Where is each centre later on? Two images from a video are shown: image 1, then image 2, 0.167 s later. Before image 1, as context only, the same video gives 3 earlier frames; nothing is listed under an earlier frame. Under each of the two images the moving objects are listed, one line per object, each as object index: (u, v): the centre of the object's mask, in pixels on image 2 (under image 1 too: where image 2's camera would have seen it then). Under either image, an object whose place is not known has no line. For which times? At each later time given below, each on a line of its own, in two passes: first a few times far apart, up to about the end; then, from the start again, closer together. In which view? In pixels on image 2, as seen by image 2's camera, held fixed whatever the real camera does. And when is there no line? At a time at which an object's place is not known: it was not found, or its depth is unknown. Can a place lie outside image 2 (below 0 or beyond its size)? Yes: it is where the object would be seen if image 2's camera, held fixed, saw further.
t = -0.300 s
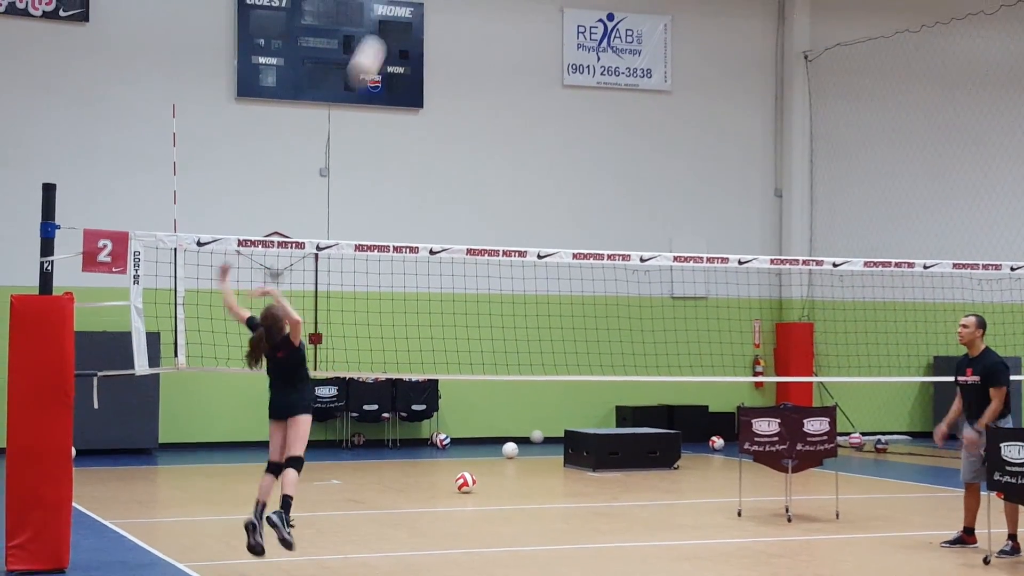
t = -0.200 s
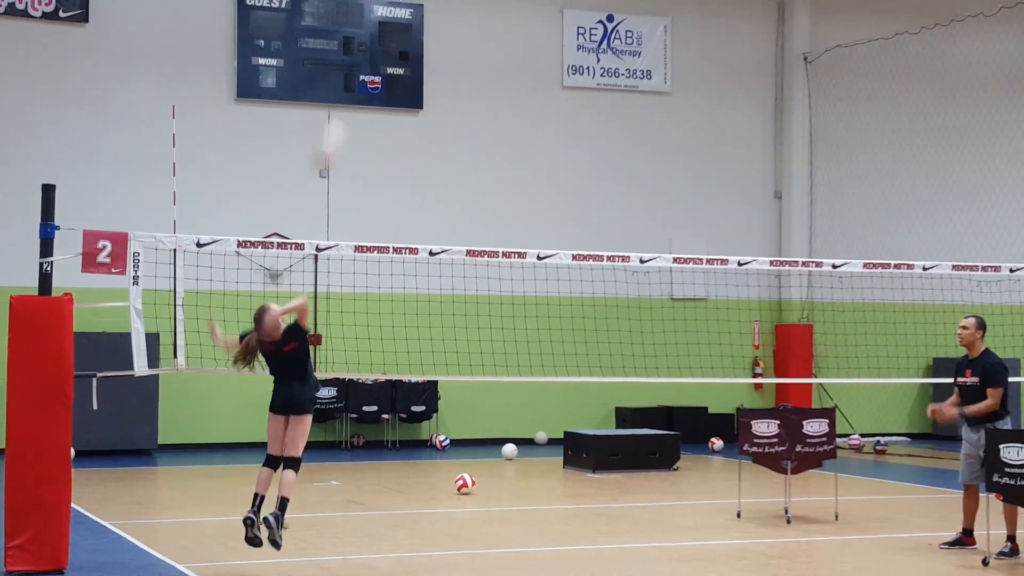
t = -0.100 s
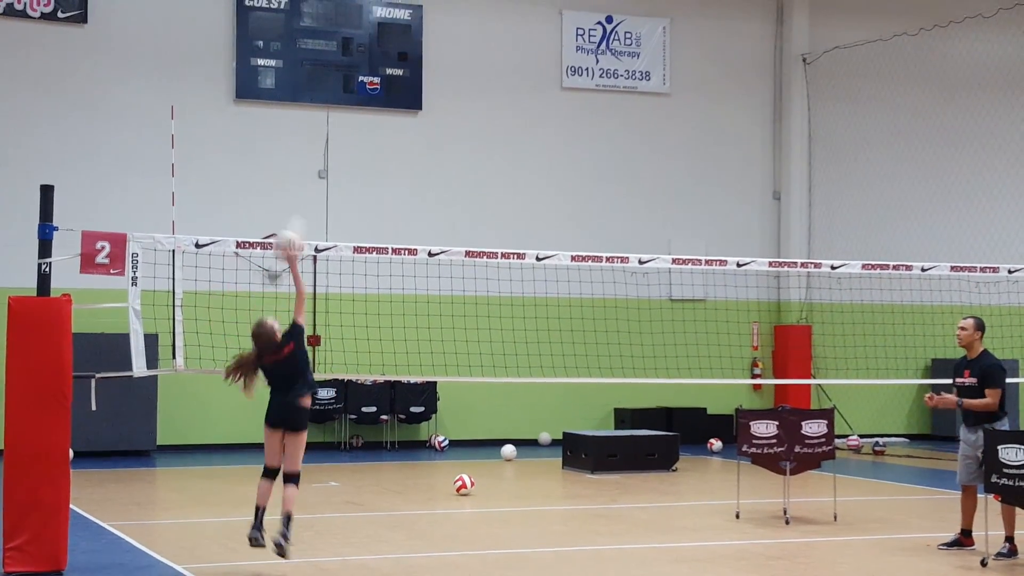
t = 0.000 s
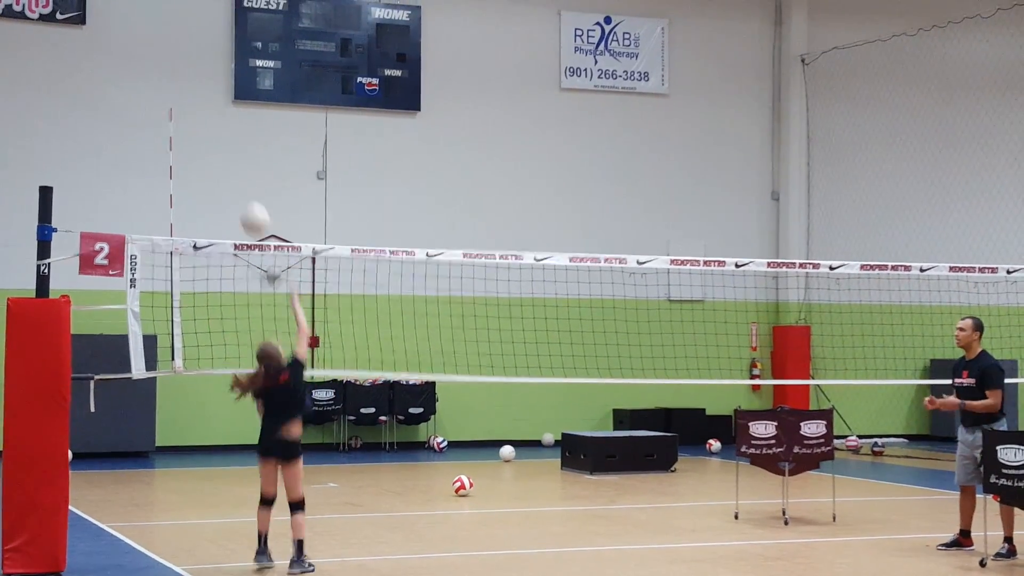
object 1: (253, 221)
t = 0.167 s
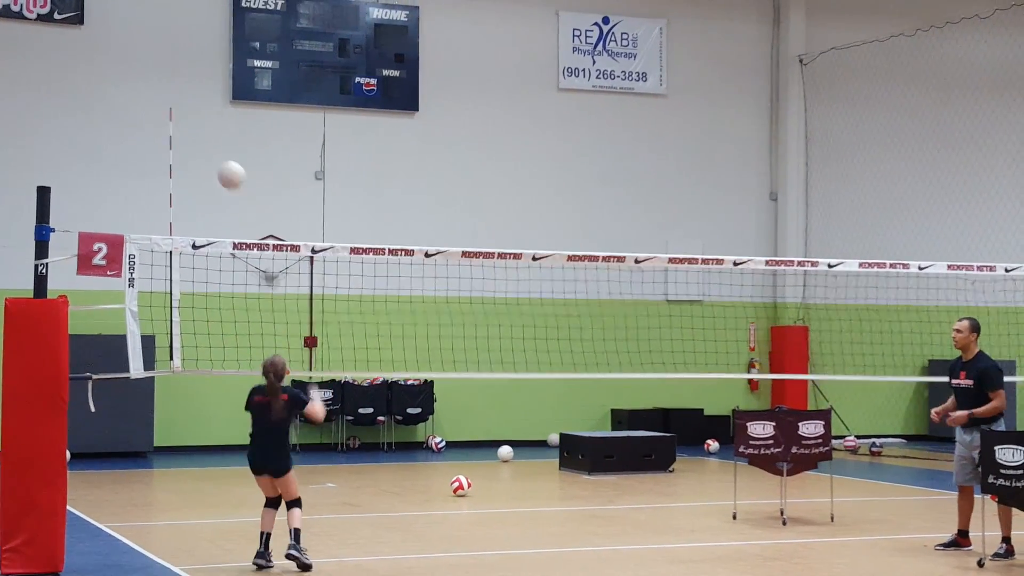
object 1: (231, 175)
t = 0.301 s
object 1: (216, 170)
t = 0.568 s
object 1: (189, 223)
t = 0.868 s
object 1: (162, 359)
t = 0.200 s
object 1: (227, 172)
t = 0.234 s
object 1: (223, 170)
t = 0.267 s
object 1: (219, 169)
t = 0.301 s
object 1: (216, 170)
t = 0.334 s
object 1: (212, 172)
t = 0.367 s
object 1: (209, 176)
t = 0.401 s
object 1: (205, 181)
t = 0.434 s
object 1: (202, 188)
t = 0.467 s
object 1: (198, 195)
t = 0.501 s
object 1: (195, 204)
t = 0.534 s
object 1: (192, 213)
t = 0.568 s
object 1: (189, 223)
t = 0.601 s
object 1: (187, 229)
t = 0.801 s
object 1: (165, 324)
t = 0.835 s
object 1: (164, 340)
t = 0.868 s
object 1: (162, 359)
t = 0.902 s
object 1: (162, 384)
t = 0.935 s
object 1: (160, 401)
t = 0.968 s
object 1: (157, 423)
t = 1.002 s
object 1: (155, 446)
